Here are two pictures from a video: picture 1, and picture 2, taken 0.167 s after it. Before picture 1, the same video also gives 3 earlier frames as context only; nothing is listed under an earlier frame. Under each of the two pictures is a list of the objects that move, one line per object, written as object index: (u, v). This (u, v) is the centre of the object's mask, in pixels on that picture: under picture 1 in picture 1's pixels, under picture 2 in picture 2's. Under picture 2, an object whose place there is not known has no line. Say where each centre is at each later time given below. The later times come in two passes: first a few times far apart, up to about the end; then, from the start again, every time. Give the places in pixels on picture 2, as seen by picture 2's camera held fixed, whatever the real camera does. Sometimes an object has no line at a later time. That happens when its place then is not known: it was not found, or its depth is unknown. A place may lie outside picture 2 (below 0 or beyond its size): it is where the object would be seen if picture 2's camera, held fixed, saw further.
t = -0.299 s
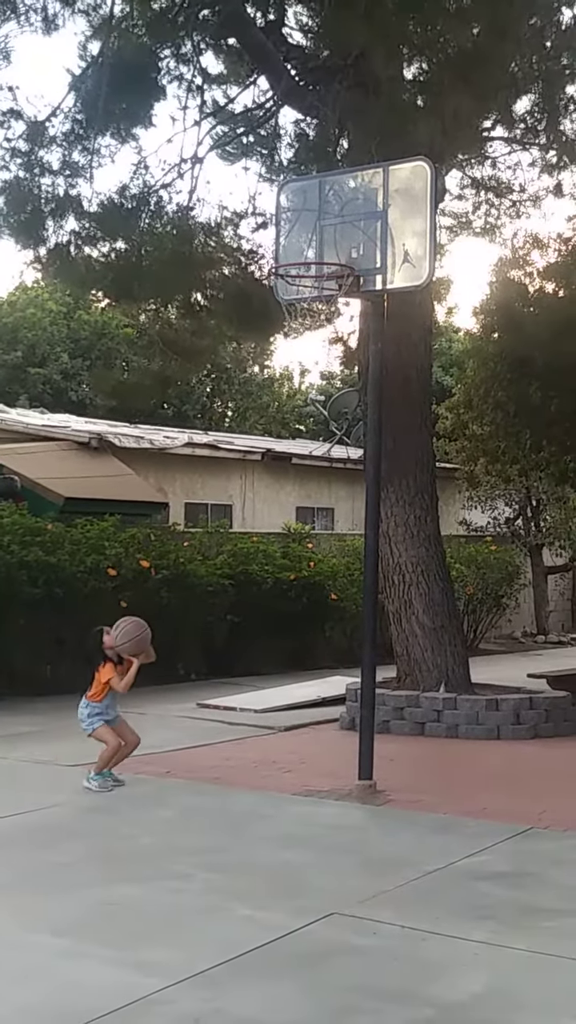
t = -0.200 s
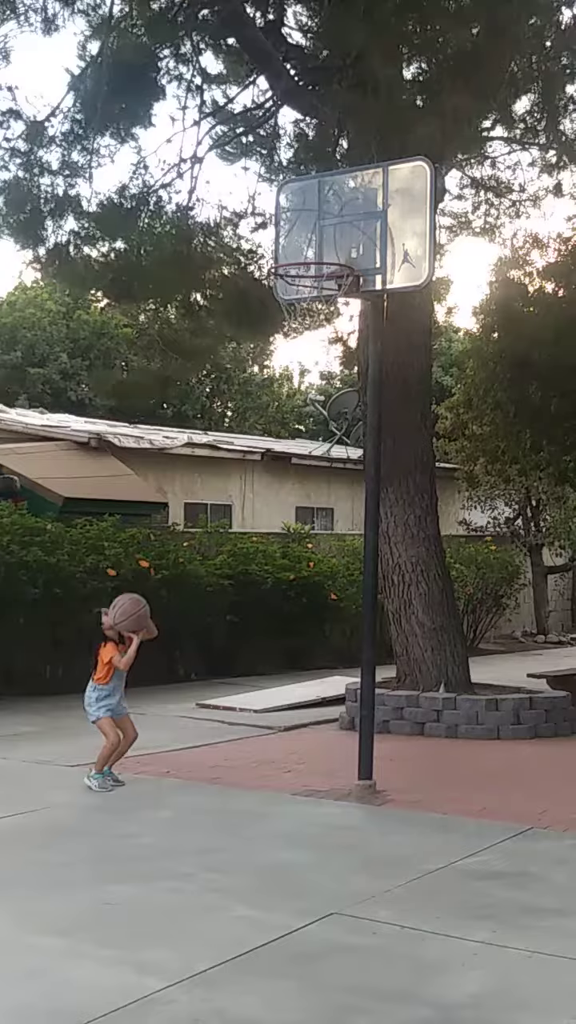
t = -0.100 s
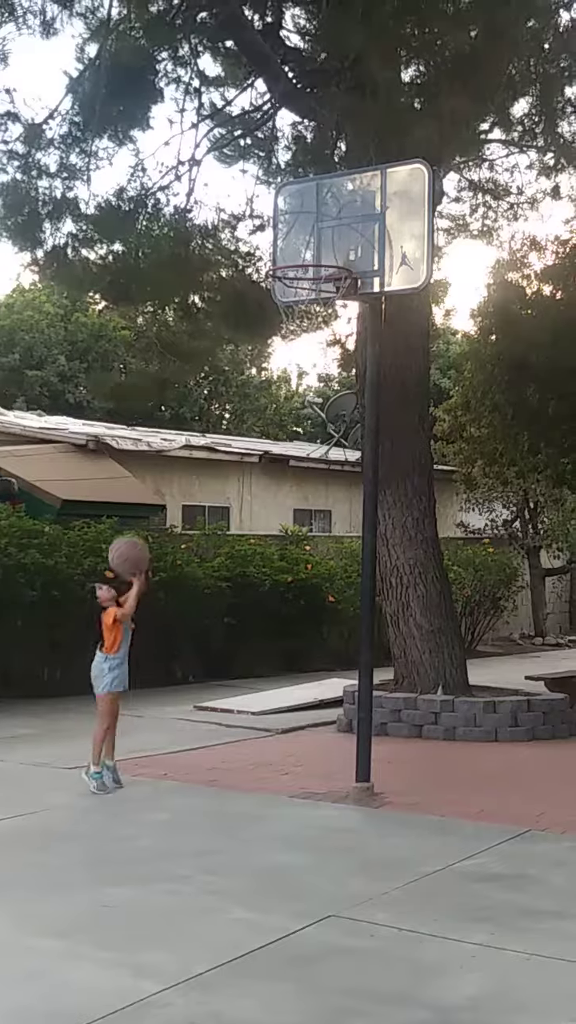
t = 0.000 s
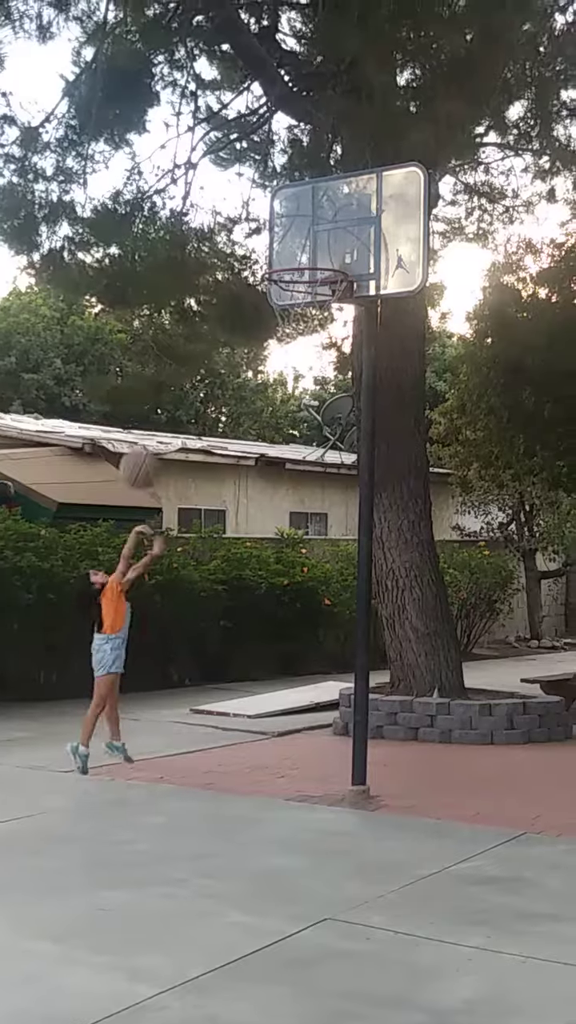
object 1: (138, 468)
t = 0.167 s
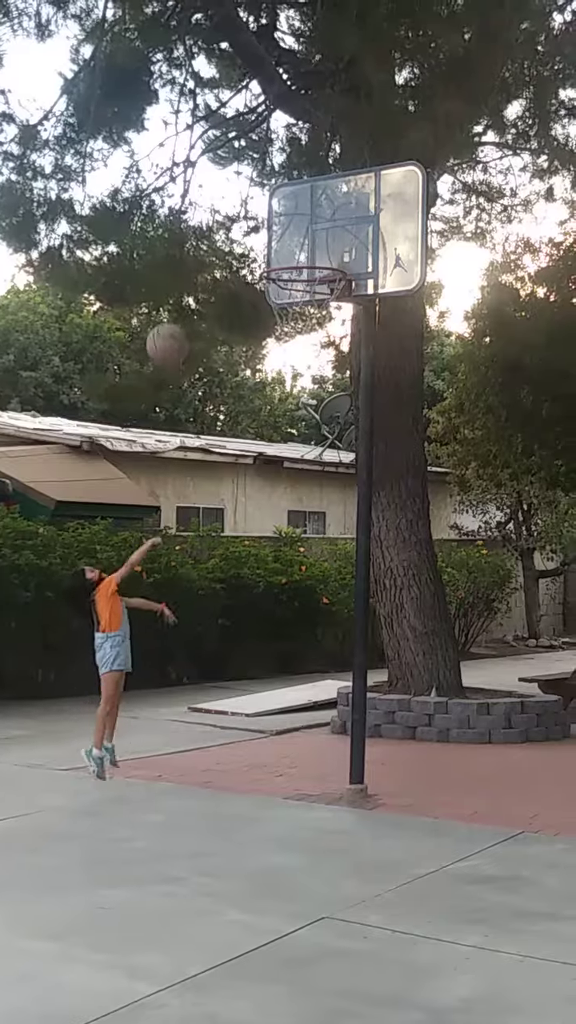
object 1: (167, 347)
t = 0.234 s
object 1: (178, 310)
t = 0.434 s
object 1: (214, 243)
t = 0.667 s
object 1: (257, 248)
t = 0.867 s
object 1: (271, 248)
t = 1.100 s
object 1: (288, 245)
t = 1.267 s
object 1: (298, 265)
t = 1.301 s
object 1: (300, 273)
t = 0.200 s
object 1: (172, 326)
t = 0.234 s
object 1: (178, 310)
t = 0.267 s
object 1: (184, 293)
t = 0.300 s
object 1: (188, 279)
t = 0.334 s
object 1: (196, 269)
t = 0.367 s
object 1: (201, 257)
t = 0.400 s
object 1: (209, 249)
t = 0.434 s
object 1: (214, 243)
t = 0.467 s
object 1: (220, 238)
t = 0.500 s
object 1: (226, 235)
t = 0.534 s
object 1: (232, 234)
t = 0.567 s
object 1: (238, 234)
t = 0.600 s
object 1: (244, 237)
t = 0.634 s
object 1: (250, 240)
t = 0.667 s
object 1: (257, 248)
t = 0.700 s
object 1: (261, 252)
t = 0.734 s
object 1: (263, 250)
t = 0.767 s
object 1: (264, 249)
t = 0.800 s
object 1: (267, 247)
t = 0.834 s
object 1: (268, 246)
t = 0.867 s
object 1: (271, 248)
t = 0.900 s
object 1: (274, 247)
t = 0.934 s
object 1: (277, 247)
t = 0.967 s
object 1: (279, 246)
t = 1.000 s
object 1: (281, 246)
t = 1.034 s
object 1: (283, 245)
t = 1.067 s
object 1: (286, 245)
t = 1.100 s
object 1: (288, 245)
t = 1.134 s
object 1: (290, 245)
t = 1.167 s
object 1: (293, 247)
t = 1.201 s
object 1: (296, 250)
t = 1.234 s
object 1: (297, 256)
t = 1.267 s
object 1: (298, 265)
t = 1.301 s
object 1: (300, 273)
